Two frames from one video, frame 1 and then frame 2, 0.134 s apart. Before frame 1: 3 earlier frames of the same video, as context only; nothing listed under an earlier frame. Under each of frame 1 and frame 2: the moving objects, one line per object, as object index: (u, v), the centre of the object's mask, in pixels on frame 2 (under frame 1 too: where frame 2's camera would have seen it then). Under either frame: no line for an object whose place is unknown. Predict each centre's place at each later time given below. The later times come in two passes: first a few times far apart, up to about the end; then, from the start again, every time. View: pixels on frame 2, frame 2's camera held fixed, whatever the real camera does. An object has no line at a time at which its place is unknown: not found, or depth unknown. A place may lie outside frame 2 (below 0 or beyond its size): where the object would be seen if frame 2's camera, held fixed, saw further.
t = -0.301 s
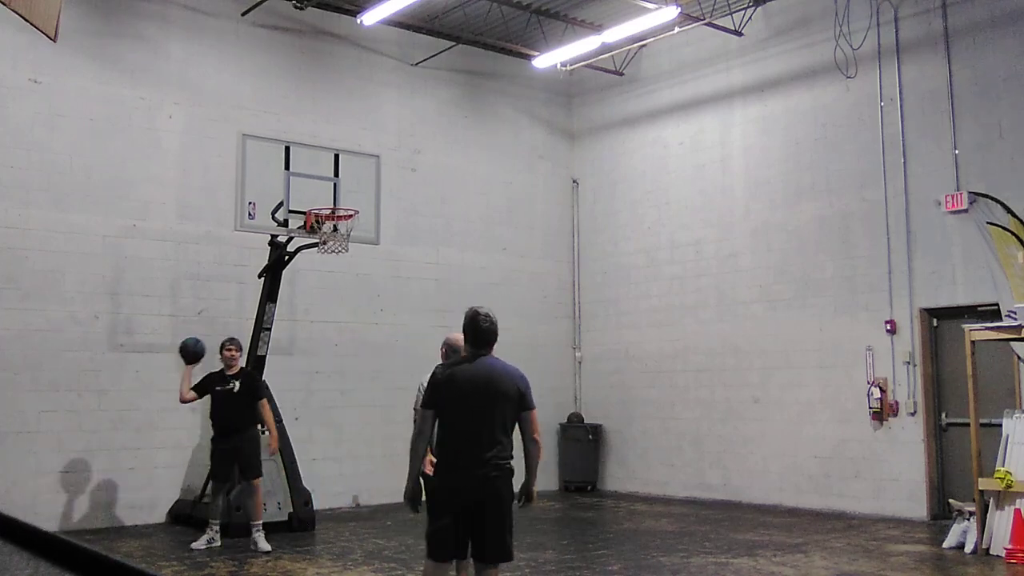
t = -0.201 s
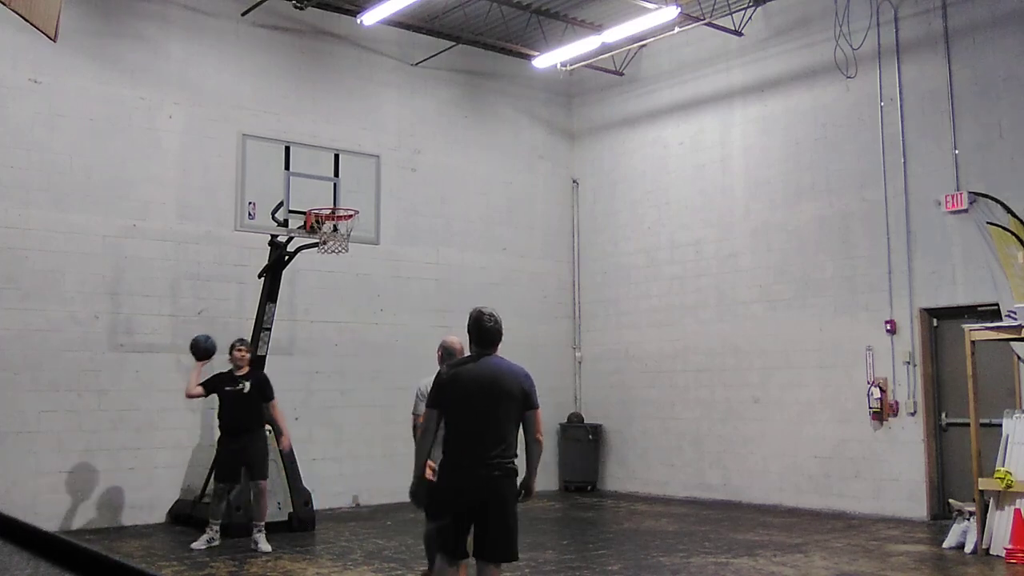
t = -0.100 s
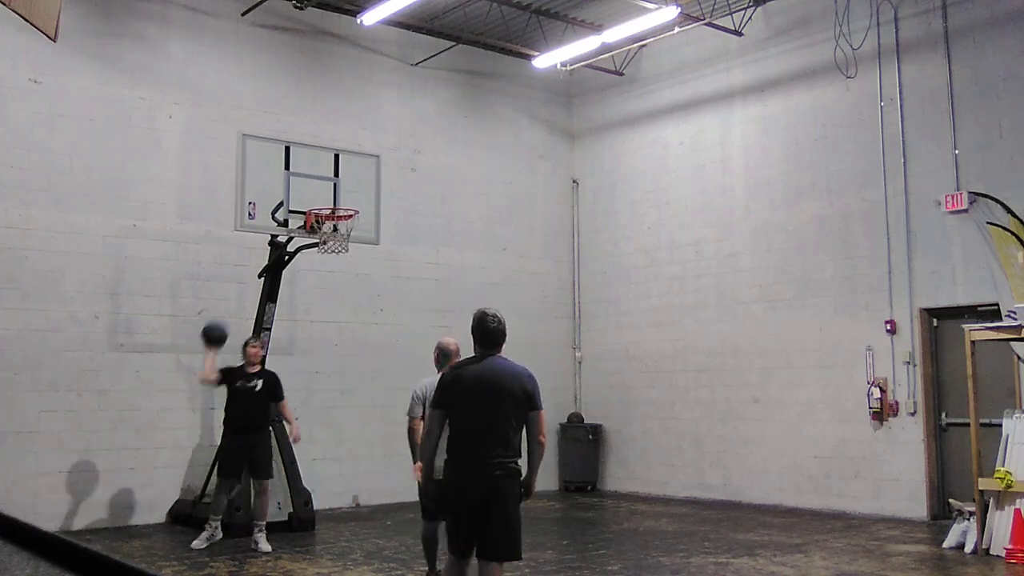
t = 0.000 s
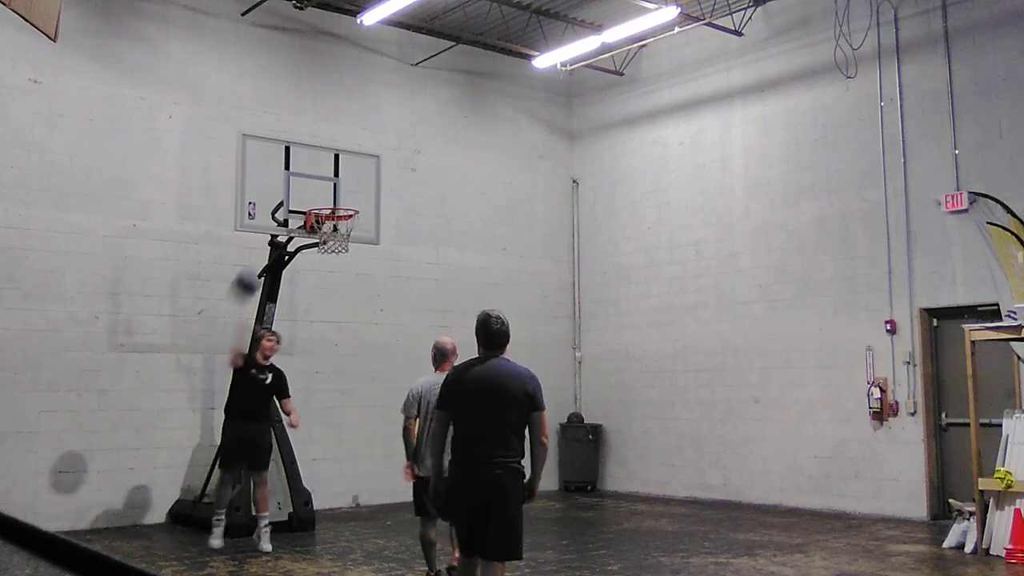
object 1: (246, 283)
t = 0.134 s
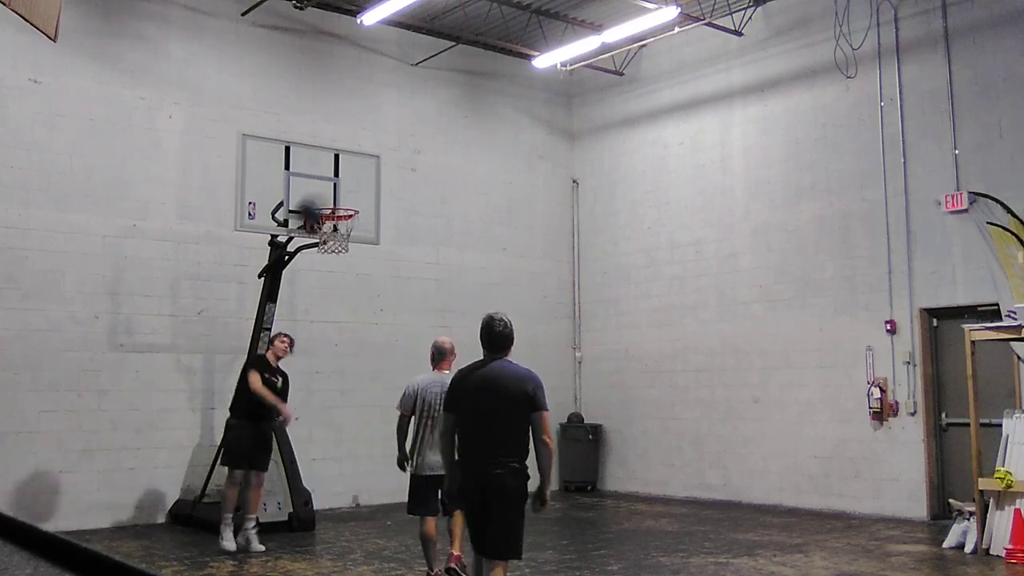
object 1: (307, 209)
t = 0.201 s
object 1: (347, 176)
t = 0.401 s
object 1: (478, 92)
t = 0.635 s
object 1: (682, 50)
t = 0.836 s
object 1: (950, 83)
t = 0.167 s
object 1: (329, 193)
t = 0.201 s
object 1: (347, 176)
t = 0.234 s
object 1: (366, 160)
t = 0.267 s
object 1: (386, 145)
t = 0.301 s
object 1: (406, 132)
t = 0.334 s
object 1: (426, 119)
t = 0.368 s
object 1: (451, 106)
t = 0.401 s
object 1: (478, 92)
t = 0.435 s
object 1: (503, 83)
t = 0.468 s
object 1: (522, 79)
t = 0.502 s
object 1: (551, 74)
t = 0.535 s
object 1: (580, 64)
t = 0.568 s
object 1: (614, 55)
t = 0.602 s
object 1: (648, 54)
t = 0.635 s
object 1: (682, 50)
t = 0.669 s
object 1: (718, 48)
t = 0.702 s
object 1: (759, 49)
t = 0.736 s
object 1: (802, 54)
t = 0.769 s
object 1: (845, 60)
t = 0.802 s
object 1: (902, 68)
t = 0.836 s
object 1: (950, 83)
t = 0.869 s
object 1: (995, 96)
